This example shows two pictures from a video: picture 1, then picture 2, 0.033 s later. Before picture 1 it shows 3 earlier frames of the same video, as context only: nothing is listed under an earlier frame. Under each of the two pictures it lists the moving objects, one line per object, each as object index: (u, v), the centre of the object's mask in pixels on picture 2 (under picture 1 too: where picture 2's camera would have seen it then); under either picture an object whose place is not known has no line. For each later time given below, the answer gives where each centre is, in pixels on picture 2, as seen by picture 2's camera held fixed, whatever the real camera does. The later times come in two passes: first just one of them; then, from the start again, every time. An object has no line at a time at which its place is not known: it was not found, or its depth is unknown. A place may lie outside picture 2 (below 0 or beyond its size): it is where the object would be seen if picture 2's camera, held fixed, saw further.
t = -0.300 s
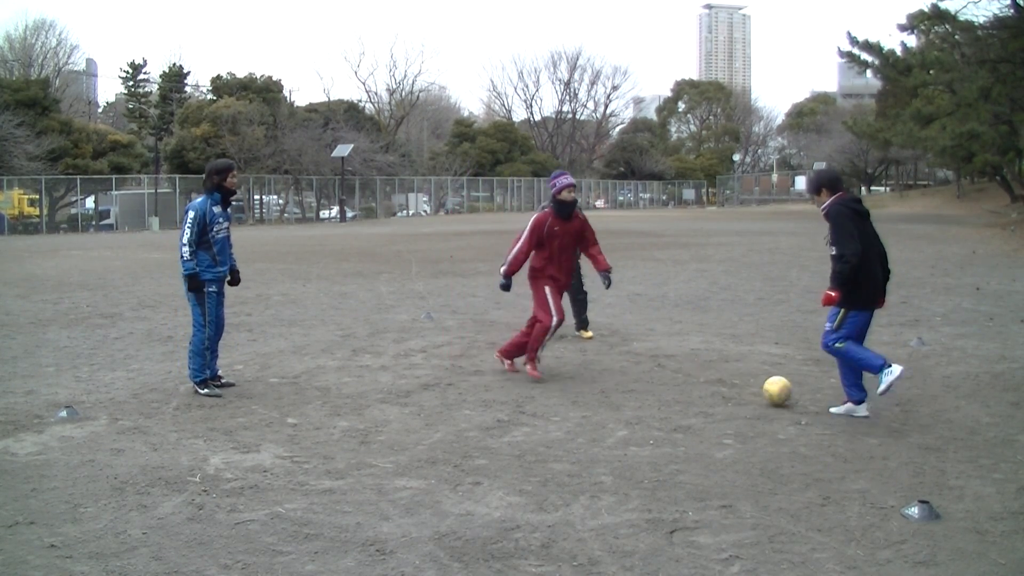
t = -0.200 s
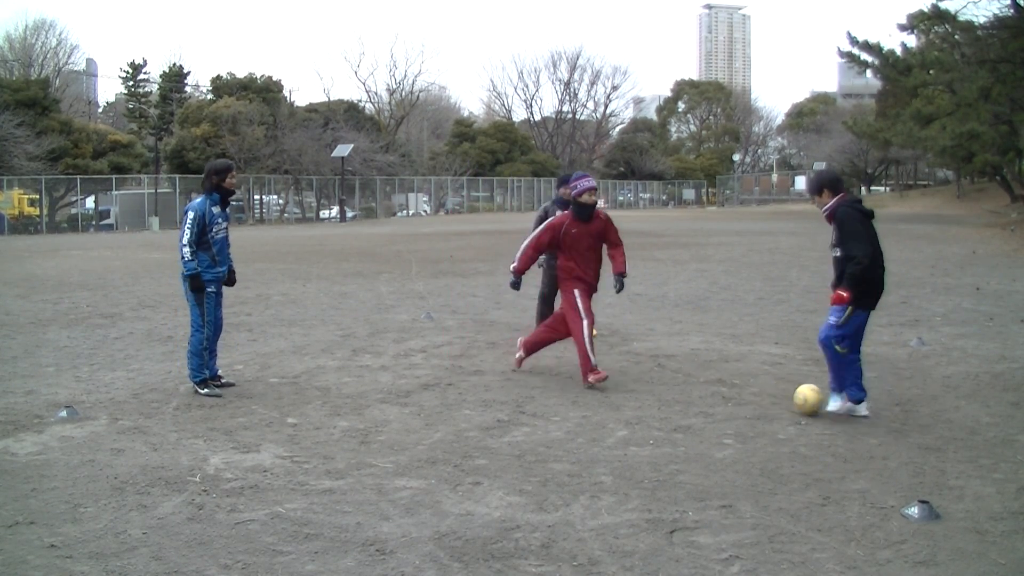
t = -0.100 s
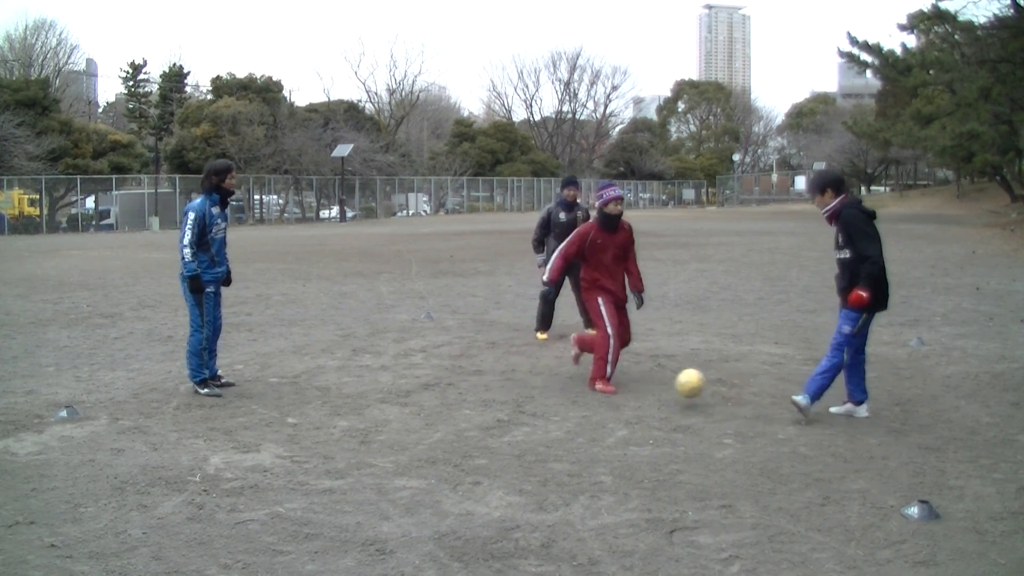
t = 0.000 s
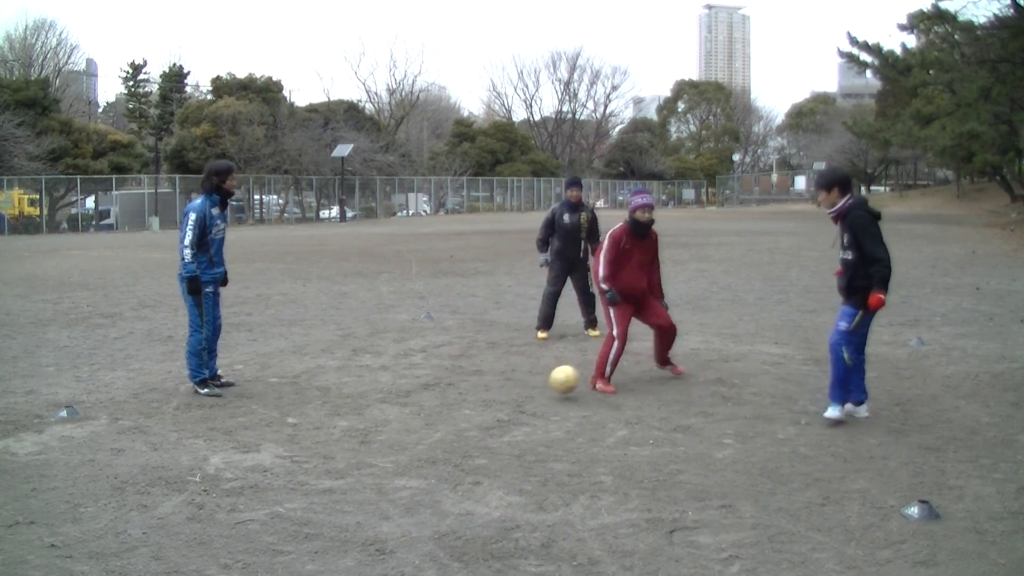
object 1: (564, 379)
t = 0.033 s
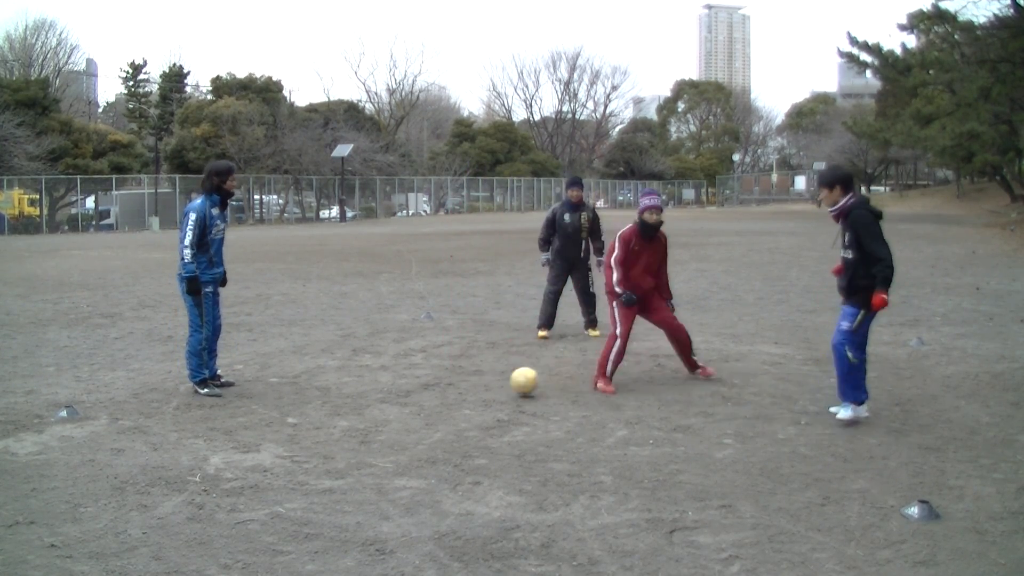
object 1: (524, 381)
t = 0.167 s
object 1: (391, 371)
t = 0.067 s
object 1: (487, 381)
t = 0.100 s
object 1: (454, 376)
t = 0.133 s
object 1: (422, 373)
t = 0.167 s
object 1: (391, 371)
